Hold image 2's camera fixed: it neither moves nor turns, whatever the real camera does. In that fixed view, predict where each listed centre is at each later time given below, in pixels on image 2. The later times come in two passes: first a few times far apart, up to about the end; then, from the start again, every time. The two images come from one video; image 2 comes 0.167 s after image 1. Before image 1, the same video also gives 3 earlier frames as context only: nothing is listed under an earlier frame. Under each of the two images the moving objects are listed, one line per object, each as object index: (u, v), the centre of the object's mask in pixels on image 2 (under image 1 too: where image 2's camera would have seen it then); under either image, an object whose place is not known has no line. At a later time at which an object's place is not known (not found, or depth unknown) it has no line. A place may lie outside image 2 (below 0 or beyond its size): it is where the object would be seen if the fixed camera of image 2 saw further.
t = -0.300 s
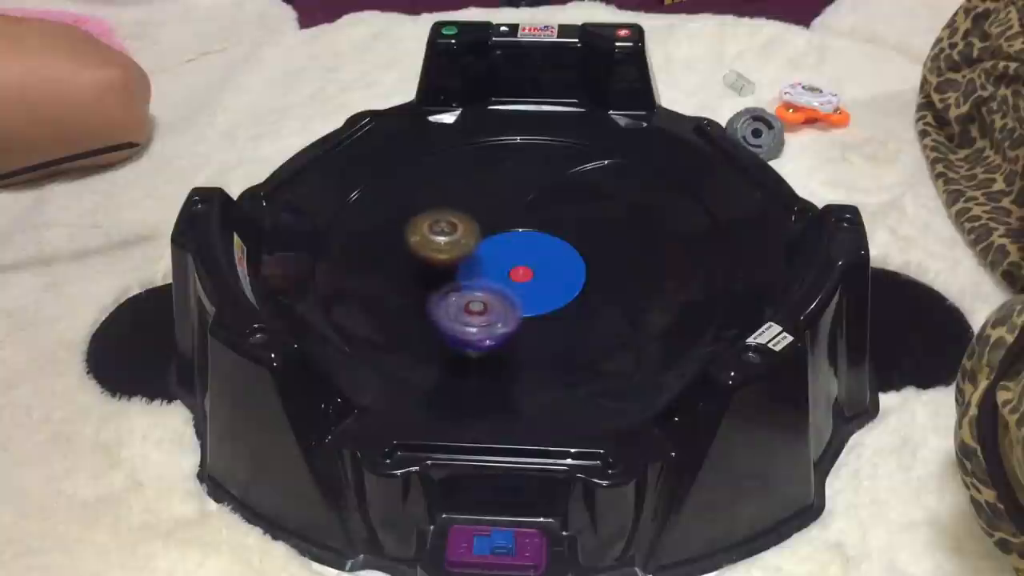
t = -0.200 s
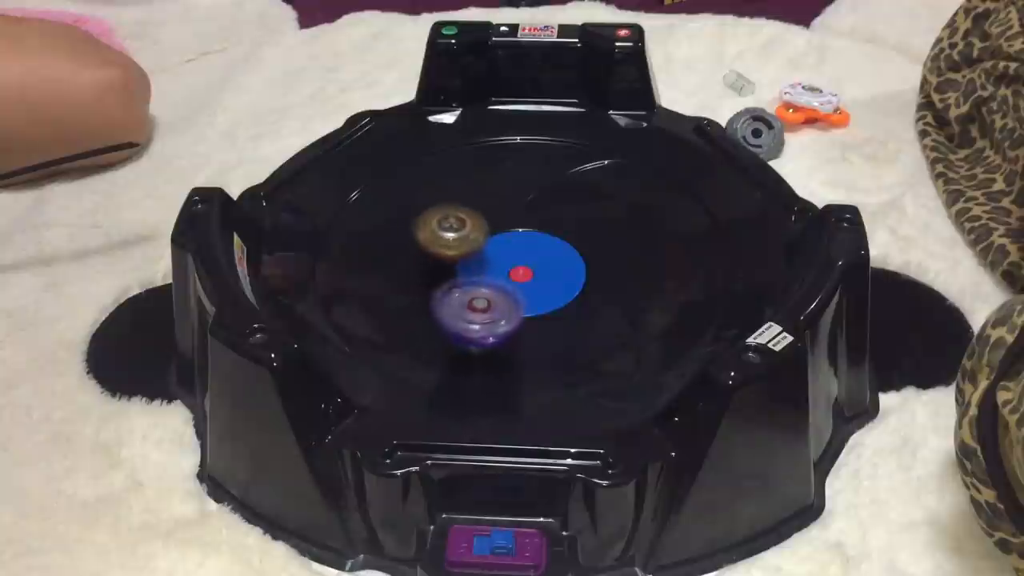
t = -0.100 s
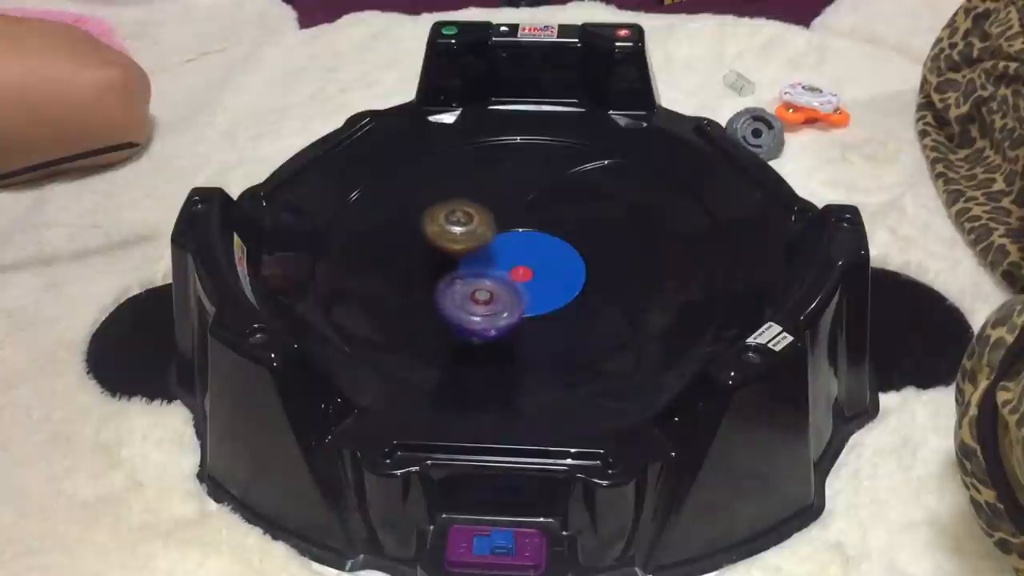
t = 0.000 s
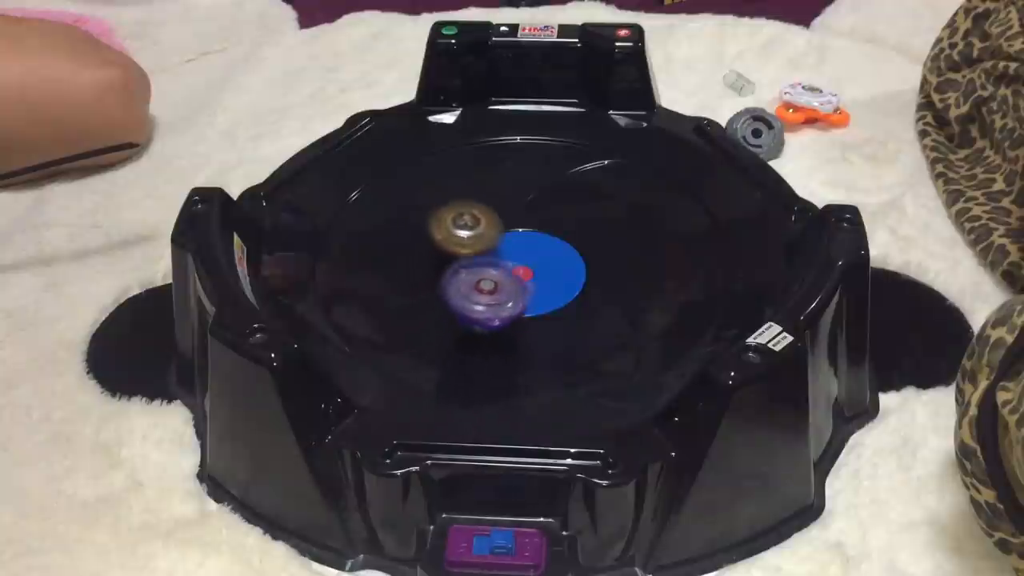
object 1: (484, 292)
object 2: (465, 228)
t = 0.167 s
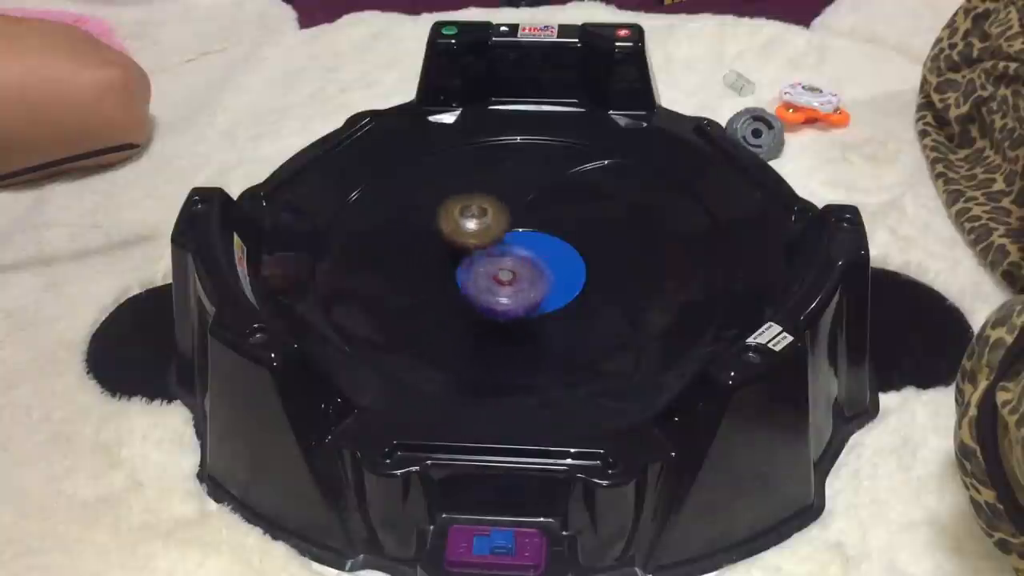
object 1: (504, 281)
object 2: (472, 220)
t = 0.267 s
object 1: (526, 285)
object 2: (481, 187)
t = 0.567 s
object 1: (561, 278)
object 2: (459, 154)
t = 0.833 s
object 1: (577, 271)
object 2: (491, 189)
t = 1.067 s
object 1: (583, 262)
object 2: (574, 204)
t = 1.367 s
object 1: (577, 246)
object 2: (630, 190)
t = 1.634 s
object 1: (534, 241)
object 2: (620, 187)
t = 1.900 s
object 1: (481, 220)
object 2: (584, 214)
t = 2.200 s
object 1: (469, 228)
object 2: (553, 267)
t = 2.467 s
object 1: (490, 210)
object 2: (536, 264)
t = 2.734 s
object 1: (540, 203)
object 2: (546, 276)
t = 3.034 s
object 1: (572, 220)
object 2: (511, 275)
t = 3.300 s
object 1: (579, 245)
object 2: (480, 262)
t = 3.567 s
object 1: (574, 267)
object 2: (461, 237)
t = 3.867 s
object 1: (537, 273)
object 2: (503, 225)
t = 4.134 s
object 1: (502, 268)
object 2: (504, 215)
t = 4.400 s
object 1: (480, 263)
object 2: (531, 208)
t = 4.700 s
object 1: (485, 246)
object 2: (572, 222)
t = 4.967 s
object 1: (507, 232)
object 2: (601, 251)
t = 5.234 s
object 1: (526, 232)
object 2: (630, 270)
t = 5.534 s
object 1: (526, 234)
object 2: (581, 302)
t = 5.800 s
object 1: (512, 240)
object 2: (554, 303)
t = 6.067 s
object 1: (516, 238)
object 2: (508, 316)
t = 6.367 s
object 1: (521, 239)
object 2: (472, 308)
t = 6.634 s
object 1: (523, 239)
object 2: (471, 291)
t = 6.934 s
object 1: (518, 235)
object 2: (466, 284)
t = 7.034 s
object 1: (526, 240)
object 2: (458, 287)
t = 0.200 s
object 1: (514, 285)
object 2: (475, 208)
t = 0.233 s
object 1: (520, 286)
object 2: (479, 198)
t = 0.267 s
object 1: (526, 285)
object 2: (481, 187)
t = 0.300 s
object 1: (530, 285)
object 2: (483, 178)
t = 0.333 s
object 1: (533, 285)
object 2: (484, 168)
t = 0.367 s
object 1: (537, 284)
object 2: (483, 160)
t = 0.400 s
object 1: (542, 284)
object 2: (481, 153)
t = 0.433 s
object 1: (546, 281)
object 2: (478, 146)
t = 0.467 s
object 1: (549, 281)
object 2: (473, 142)
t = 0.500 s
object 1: (553, 281)
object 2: (468, 142)
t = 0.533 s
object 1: (557, 279)
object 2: (464, 147)
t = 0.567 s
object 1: (561, 278)
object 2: (459, 154)
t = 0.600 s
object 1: (563, 277)
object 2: (456, 159)
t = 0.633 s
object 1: (566, 276)
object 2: (454, 164)
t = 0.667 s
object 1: (568, 276)
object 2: (454, 167)
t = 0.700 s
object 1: (571, 275)
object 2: (456, 171)
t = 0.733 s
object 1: (572, 274)
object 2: (461, 174)
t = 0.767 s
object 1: (574, 273)
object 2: (468, 179)
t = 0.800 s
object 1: (576, 272)
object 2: (478, 183)
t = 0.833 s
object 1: (577, 271)
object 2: (491, 189)
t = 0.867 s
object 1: (579, 271)
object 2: (504, 193)
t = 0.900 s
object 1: (580, 269)
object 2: (517, 197)
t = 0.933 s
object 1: (580, 267)
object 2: (531, 201)
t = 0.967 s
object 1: (581, 266)
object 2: (542, 203)
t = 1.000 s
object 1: (582, 265)
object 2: (553, 204)
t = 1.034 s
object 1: (583, 264)
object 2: (564, 204)
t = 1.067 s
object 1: (583, 262)
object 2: (574, 204)
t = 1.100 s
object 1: (584, 261)
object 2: (584, 203)
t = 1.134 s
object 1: (584, 259)
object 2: (595, 202)
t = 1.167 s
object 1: (584, 258)
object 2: (605, 200)
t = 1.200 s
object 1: (584, 255)
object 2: (614, 199)
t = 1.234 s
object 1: (584, 253)
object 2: (622, 196)
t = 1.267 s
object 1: (583, 252)
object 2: (627, 194)
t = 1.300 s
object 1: (582, 250)
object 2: (631, 192)
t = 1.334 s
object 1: (580, 249)
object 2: (631, 191)
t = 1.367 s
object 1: (577, 246)
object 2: (630, 190)
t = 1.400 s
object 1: (575, 244)
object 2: (627, 188)
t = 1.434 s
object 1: (574, 241)
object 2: (622, 188)
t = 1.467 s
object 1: (572, 239)
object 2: (617, 188)
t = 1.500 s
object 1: (571, 236)
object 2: (614, 188)
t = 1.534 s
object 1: (569, 234)
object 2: (610, 190)
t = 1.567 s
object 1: (557, 235)
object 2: (613, 188)
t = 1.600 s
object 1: (545, 239)
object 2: (617, 186)
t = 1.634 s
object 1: (534, 241)
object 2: (620, 187)
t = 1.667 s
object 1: (527, 241)
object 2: (620, 187)
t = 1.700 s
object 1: (518, 240)
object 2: (617, 191)
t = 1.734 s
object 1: (506, 234)
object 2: (610, 194)
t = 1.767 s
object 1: (502, 228)
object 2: (604, 197)
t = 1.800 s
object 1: (499, 224)
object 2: (596, 200)
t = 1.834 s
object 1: (493, 222)
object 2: (591, 203)
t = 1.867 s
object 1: (487, 222)
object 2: (587, 208)
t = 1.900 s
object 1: (481, 220)
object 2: (584, 214)
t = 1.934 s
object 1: (474, 220)
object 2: (580, 220)
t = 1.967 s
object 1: (468, 221)
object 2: (577, 226)
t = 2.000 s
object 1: (466, 220)
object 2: (573, 231)
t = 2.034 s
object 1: (465, 222)
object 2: (568, 237)
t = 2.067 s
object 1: (466, 225)
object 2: (560, 241)
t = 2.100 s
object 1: (469, 229)
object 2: (553, 246)
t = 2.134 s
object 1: (468, 229)
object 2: (551, 253)
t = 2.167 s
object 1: (467, 228)
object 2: (553, 260)
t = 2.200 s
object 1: (469, 228)
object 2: (553, 267)
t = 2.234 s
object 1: (471, 229)
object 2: (553, 272)
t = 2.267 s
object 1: (473, 227)
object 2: (551, 275)
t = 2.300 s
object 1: (475, 225)
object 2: (549, 277)
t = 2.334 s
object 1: (477, 221)
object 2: (544, 276)
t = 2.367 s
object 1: (479, 218)
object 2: (541, 274)
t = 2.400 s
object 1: (482, 214)
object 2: (539, 271)
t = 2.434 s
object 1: (486, 212)
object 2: (537, 267)
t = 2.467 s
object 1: (490, 210)
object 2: (536, 264)
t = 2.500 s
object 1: (494, 208)
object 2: (537, 262)
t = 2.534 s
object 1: (499, 206)
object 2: (539, 261)
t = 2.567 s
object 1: (505, 204)
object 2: (541, 262)
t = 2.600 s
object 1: (512, 203)
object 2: (542, 264)
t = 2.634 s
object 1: (519, 201)
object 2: (544, 267)
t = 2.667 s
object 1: (526, 201)
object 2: (546, 269)
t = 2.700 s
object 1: (533, 202)
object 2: (547, 272)
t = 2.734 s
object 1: (540, 203)
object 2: (546, 276)
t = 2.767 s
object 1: (546, 204)
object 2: (546, 279)
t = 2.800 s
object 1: (552, 206)
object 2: (542, 281)
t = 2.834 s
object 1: (558, 208)
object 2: (537, 282)
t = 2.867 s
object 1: (562, 210)
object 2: (532, 281)
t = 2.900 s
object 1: (563, 212)
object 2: (526, 279)
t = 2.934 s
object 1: (566, 214)
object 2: (521, 278)
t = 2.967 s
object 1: (569, 216)
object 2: (517, 277)
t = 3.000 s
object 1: (570, 218)
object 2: (514, 277)
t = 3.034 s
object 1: (572, 220)
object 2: (511, 275)
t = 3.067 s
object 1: (576, 223)
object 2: (509, 275)
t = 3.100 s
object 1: (577, 227)
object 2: (507, 274)
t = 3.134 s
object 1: (578, 231)
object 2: (504, 273)
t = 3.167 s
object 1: (579, 235)
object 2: (501, 271)
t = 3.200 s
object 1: (582, 238)
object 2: (496, 268)
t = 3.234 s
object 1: (582, 241)
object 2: (488, 266)
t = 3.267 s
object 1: (581, 243)
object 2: (484, 264)
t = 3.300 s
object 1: (579, 245)
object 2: (480, 262)
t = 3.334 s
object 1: (578, 247)
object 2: (478, 260)
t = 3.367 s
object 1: (576, 251)
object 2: (478, 258)
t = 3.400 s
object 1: (572, 253)
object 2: (478, 256)
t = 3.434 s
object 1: (570, 257)
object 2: (477, 255)
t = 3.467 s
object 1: (574, 260)
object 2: (468, 249)
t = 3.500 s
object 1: (576, 262)
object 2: (462, 245)
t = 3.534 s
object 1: (575, 265)
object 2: (458, 240)
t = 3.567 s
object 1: (574, 267)
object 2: (461, 237)
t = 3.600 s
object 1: (570, 269)
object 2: (466, 235)
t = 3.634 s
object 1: (567, 270)
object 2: (471, 235)
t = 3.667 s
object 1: (563, 270)
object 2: (477, 233)
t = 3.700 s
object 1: (557, 271)
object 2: (484, 233)
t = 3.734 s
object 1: (553, 271)
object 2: (490, 232)
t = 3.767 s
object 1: (549, 272)
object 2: (495, 231)
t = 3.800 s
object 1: (545, 274)
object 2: (499, 227)
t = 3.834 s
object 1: (539, 274)
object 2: (501, 226)
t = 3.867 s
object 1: (537, 273)
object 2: (503, 225)
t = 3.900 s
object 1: (532, 273)
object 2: (504, 224)
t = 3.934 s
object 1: (525, 274)
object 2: (504, 222)
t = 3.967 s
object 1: (520, 273)
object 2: (505, 220)
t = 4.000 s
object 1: (517, 272)
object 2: (505, 217)
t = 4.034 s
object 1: (514, 271)
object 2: (505, 217)
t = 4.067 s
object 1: (511, 270)
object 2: (505, 216)
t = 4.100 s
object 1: (507, 269)
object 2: (505, 216)
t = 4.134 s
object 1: (502, 268)
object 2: (504, 215)
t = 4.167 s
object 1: (500, 267)
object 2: (505, 215)
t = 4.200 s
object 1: (497, 266)
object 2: (505, 214)
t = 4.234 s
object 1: (493, 266)
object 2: (507, 210)
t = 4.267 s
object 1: (489, 266)
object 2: (512, 206)
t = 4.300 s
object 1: (486, 266)
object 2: (516, 204)
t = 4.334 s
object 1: (483, 266)
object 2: (522, 206)
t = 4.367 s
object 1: (482, 265)
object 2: (528, 208)
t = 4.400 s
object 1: (480, 263)
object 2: (531, 208)
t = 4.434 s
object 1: (478, 262)
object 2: (536, 207)
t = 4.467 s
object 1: (476, 261)
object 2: (541, 207)
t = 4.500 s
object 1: (477, 257)
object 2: (545, 207)
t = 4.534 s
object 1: (477, 257)
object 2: (550, 208)
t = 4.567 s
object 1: (478, 255)
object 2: (553, 212)
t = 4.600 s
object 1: (479, 252)
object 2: (559, 213)
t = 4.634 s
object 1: (480, 249)
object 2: (565, 215)
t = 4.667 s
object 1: (482, 248)
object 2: (569, 219)
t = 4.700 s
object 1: (485, 246)
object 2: (572, 222)
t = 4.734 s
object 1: (490, 243)
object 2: (576, 226)
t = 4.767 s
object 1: (493, 241)
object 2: (580, 230)
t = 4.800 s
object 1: (497, 239)
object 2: (581, 235)
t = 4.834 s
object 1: (498, 235)
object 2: (584, 239)
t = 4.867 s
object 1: (500, 234)
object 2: (586, 243)
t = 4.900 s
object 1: (501, 233)
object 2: (589, 245)
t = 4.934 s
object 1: (504, 232)
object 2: (595, 248)
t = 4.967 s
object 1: (507, 232)
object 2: (601, 251)
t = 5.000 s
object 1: (510, 231)
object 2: (608, 253)
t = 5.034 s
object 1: (512, 230)
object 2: (614, 256)
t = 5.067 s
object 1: (515, 230)
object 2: (620, 260)
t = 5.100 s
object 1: (517, 230)
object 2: (625, 263)
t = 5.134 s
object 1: (520, 231)
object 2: (626, 264)
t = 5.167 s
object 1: (523, 231)
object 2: (628, 266)
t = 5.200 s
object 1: (525, 231)
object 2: (629, 268)
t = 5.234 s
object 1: (526, 232)
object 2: (630, 270)
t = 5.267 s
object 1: (528, 233)
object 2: (629, 272)
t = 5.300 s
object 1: (529, 235)
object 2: (627, 274)
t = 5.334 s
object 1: (531, 236)
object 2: (624, 277)
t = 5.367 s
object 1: (531, 238)
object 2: (618, 279)
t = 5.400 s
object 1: (531, 239)
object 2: (606, 281)
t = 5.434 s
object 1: (530, 240)
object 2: (597, 282)
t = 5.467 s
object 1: (530, 240)
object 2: (590, 286)
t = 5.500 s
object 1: (525, 234)
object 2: (586, 296)
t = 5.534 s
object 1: (526, 234)
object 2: (581, 302)
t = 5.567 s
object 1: (530, 239)
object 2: (579, 304)
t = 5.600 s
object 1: (522, 238)
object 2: (575, 305)
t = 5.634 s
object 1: (522, 236)
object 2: (572, 305)
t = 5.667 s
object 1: (524, 238)
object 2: (568, 305)
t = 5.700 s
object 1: (517, 238)
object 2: (565, 305)
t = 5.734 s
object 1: (516, 235)
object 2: (561, 305)
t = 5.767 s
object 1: (520, 239)
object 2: (557, 303)
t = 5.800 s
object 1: (512, 240)
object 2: (554, 303)
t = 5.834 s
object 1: (516, 238)
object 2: (550, 301)
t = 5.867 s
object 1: (521, 241)
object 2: (546, 300)
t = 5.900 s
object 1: (524, 237)
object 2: (541, 304)
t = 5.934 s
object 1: (530, 240)
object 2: (532, 310)
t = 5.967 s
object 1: (520, 239)
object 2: (521, 314)
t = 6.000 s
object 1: (523, 234)
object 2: (513, 316)
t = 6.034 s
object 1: (527, 237)
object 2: (510, 316)
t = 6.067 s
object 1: (516, 238)
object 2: (508, 316)
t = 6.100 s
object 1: (517, 233)
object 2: (505, 314)
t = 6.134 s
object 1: (527, 237)
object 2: (503, 312)
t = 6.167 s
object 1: (515, 240)
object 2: (503, 309)
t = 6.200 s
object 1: (512, 233)
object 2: (502, 306)
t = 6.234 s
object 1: (526, 233)
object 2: (503, 303)
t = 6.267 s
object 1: (522, 241)
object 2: (499, 302)
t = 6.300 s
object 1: (524, 237)
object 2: (486, 306)
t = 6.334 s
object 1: (529, 240)
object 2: (476, 308)
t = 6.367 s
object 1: (521, 239)
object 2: (472, 308)
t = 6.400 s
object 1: (524, 234)
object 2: (471, 307)
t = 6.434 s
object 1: (525, 238)
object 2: (470, 306)
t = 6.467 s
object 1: (517, 238)
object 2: (470, 303)
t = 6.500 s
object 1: (520, 236)
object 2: (469, 301)
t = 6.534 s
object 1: (523, 239)
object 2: (469, 299)
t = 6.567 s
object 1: (515, 239)
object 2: (470, 296)
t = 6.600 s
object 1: (520, 237)
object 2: (470, 293)
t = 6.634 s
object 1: (523, 239)
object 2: (471, 291)
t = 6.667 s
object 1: (526, 240)
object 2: (466, 292)
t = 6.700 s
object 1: (528, 243)
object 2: (460, 291)
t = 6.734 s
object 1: (524, 239)
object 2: (455, 291)
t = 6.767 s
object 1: (528, 238)
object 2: (455, 290)
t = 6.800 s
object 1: (527, 239)
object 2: (456, 289)
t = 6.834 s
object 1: (523, 237)
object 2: (459, 288)
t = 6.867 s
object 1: (526, 237)
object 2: (461, 286)
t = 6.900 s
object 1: (523, 238)
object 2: (463, 285)
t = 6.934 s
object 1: (518, 235)
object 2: (466, 284)
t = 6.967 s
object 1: (522, 237)
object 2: (469, 284)
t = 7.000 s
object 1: (527, 240)
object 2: (467, 286)
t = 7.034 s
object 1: (526, 240)
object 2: (458, 287)
